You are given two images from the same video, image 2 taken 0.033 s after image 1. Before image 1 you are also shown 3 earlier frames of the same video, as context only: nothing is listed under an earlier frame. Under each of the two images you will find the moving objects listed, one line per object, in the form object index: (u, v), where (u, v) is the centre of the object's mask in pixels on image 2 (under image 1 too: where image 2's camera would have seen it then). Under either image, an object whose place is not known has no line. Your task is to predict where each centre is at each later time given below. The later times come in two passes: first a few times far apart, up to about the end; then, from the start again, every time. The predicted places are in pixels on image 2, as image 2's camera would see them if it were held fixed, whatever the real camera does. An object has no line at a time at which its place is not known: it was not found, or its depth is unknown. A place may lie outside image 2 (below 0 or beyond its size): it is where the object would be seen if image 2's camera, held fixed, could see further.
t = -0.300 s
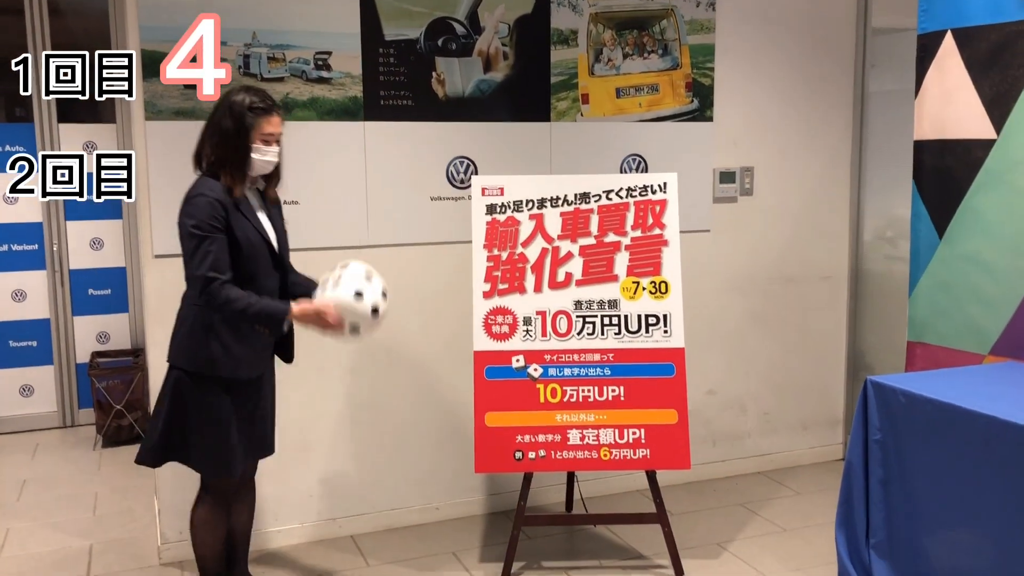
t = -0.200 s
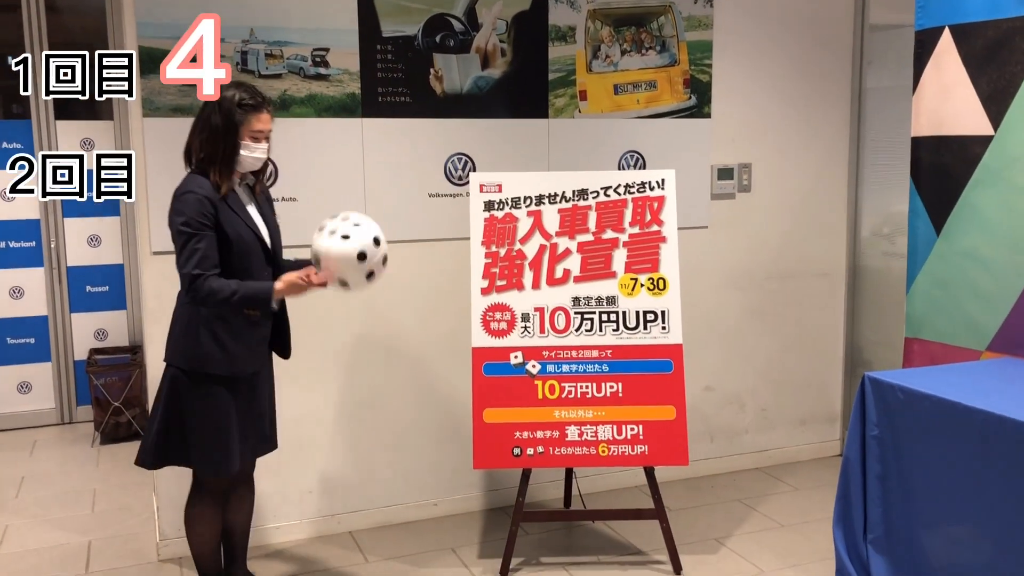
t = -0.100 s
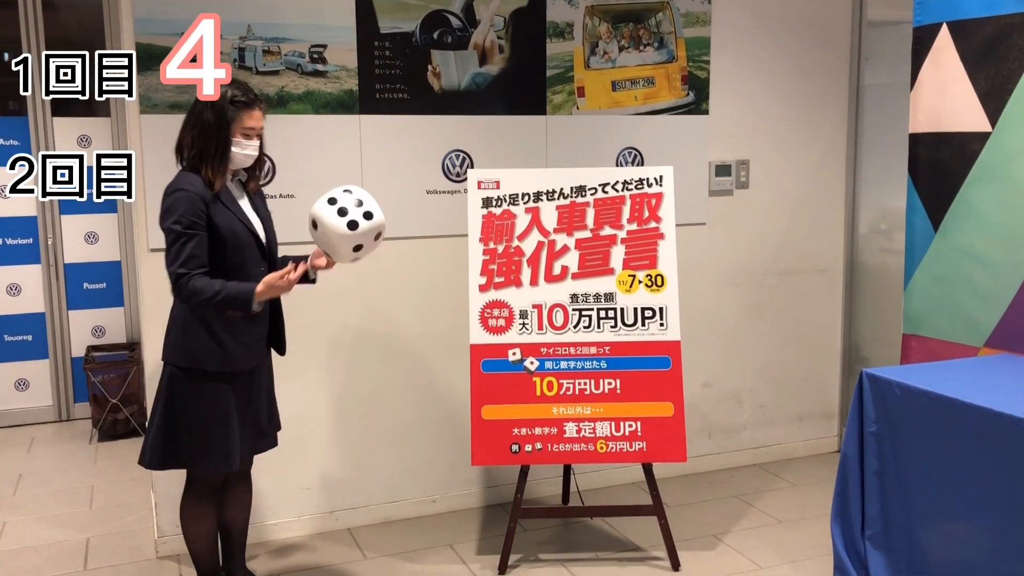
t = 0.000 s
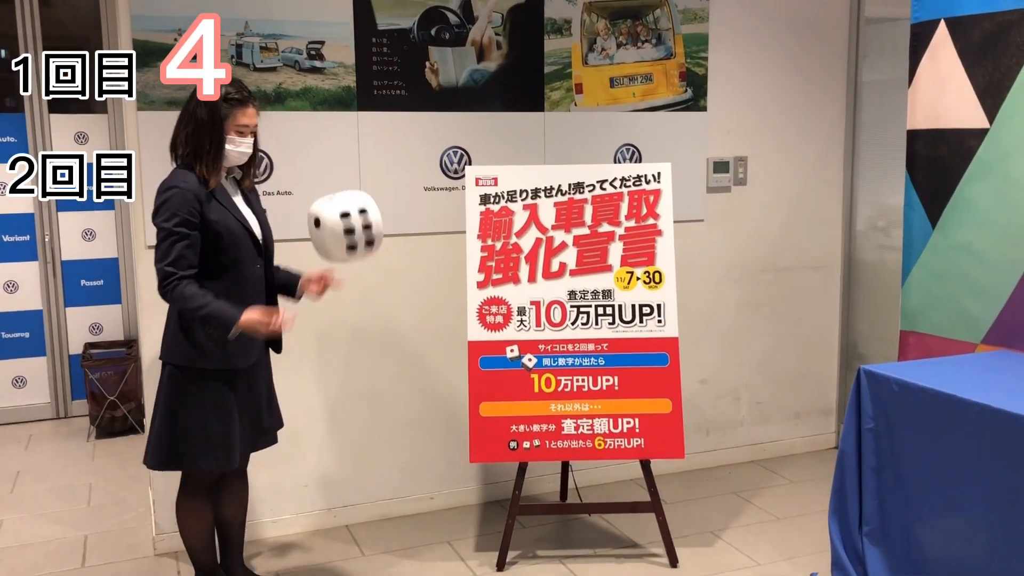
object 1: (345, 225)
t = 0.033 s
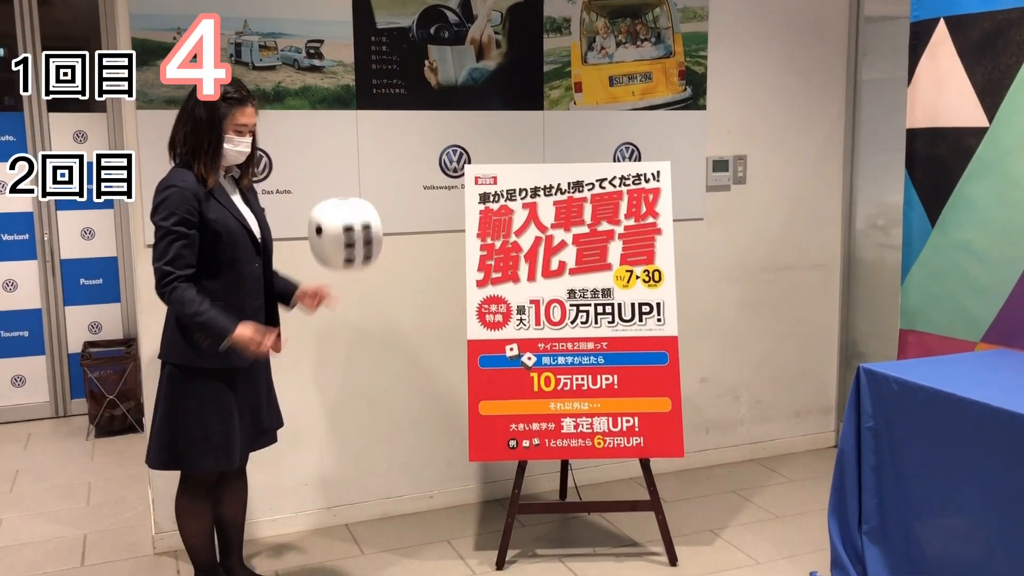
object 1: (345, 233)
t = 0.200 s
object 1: (348, 326)
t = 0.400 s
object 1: (353, 544)
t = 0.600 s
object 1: (403, 505)
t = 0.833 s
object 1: (476, 535)
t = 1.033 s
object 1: (560, 580)
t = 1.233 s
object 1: (660, 595)
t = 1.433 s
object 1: (746, 607)
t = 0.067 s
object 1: (346, 246)
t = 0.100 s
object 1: (346, 261)
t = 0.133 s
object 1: (347, 280)
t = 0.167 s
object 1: (348, 302)
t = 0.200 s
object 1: (348, 326)
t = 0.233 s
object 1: (349, 356)
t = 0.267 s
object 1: (350, 388)
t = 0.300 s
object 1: (352, 424)
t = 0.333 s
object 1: (353, 459)
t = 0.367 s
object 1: (353, 503)
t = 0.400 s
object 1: (353, 544)
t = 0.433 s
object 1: (356, 574)
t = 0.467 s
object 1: (365, 559)
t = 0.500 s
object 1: (375, 538)
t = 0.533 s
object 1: (384, 524)
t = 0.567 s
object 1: (394, 512)
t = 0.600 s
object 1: (403, 505)
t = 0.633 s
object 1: (414, 500)
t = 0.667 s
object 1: (424, 498)
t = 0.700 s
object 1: (434, 499)
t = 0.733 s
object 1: (444, 503)
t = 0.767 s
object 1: (455, 511)
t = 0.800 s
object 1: (465, 521)
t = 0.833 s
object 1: (476, 535)
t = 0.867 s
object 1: (487, 552)
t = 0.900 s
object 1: (499, 575)
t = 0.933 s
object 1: (510, 597)
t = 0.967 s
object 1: (527, 590)
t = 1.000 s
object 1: (544, 583)
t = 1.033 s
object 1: (560, 580)
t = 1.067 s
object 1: (578, 580)
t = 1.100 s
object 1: (594, 583)
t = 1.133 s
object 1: (612, 591)
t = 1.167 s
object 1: (629, 601)
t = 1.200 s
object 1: (646, 604)
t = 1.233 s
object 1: (660, 595)
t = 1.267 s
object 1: (675, 590)
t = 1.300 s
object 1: (690, 588)
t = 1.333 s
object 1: (705, 590)
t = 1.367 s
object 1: (719, 596)
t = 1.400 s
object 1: (733, 604)
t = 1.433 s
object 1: (746, 607)
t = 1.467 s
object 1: (757, 596)
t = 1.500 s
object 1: (769, 591)
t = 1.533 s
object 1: (782, 587)
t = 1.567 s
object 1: (793, 588)
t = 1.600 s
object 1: (804, 593)
